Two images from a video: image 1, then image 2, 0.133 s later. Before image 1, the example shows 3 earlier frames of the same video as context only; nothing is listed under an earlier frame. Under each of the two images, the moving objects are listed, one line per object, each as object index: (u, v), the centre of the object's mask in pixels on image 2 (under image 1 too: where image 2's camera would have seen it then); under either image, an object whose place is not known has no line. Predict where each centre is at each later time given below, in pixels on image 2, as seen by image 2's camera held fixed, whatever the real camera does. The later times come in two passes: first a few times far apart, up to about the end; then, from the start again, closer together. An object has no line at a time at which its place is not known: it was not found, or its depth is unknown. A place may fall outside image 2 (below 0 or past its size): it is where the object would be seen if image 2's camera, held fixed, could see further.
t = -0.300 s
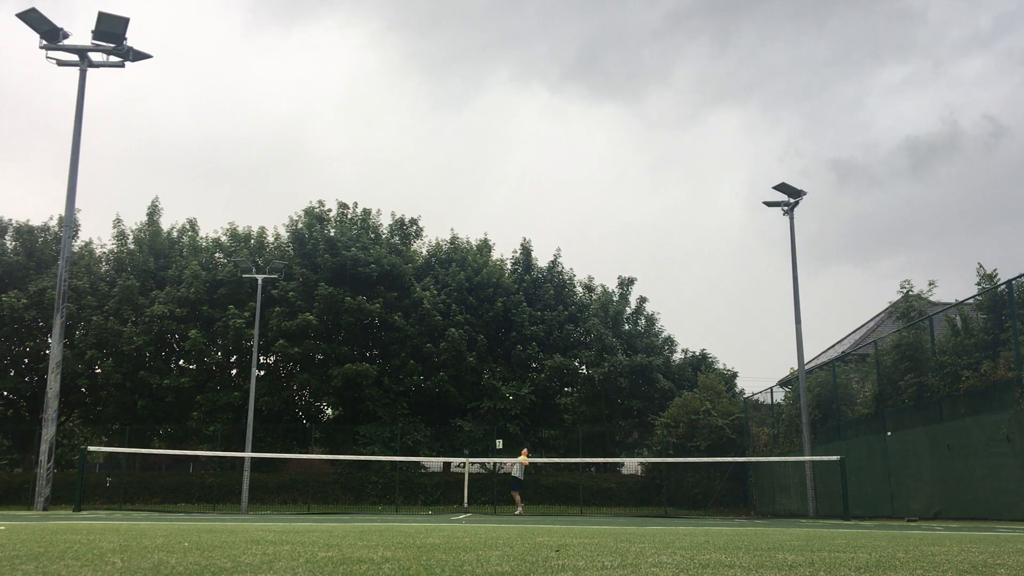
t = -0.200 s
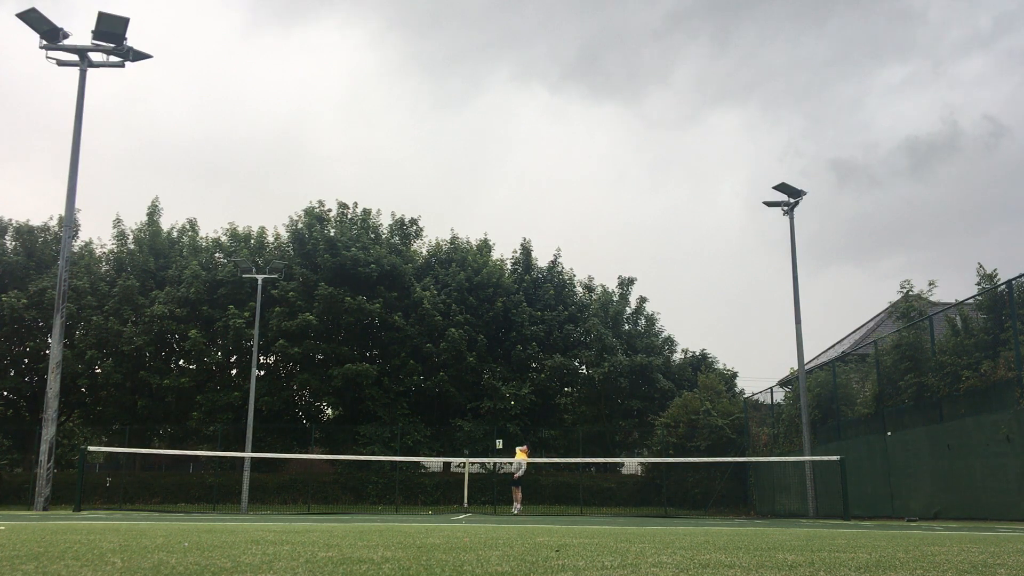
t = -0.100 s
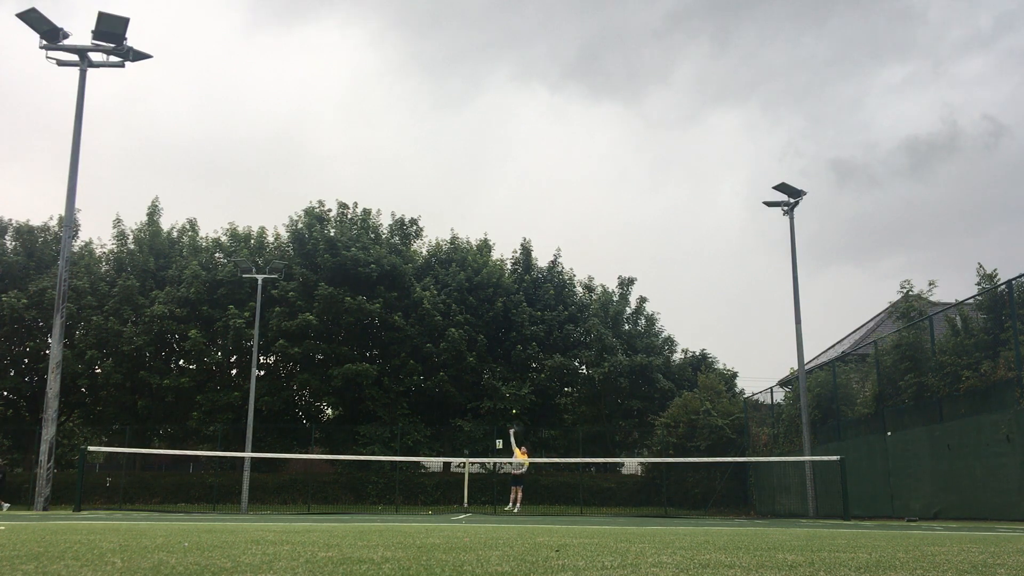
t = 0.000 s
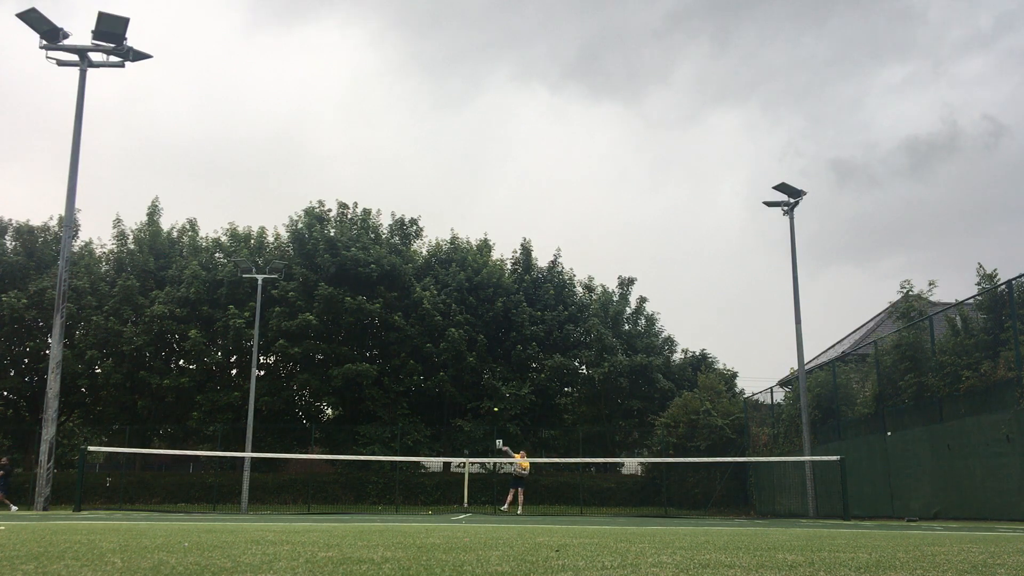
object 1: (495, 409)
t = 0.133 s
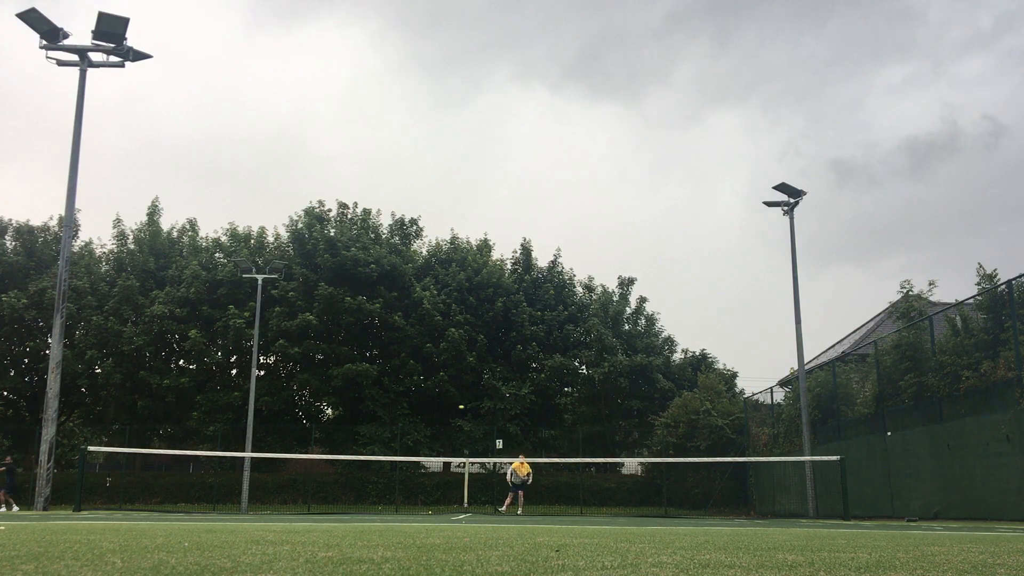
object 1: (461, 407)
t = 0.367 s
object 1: (383, 427)
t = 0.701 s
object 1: (193, 465)
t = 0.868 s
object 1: (55, 387)
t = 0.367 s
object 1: (383, 427)
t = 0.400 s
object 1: (368, 433)
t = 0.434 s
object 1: (353, 442)
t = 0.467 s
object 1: (337, 452)
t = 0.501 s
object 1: (318, 464)
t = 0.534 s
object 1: (298, 479)
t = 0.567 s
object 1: (276, 495)
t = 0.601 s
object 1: (251, 512)
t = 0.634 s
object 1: (233, 497)
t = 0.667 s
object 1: (214, 481)
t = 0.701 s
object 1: (193, 465)
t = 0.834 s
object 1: (88, 403)
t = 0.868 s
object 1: (55, 387)
